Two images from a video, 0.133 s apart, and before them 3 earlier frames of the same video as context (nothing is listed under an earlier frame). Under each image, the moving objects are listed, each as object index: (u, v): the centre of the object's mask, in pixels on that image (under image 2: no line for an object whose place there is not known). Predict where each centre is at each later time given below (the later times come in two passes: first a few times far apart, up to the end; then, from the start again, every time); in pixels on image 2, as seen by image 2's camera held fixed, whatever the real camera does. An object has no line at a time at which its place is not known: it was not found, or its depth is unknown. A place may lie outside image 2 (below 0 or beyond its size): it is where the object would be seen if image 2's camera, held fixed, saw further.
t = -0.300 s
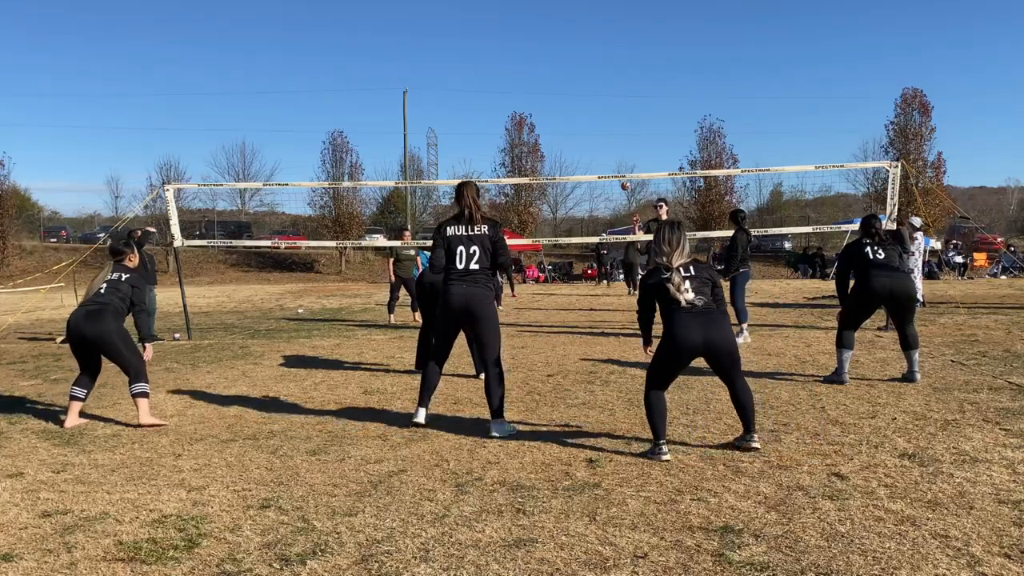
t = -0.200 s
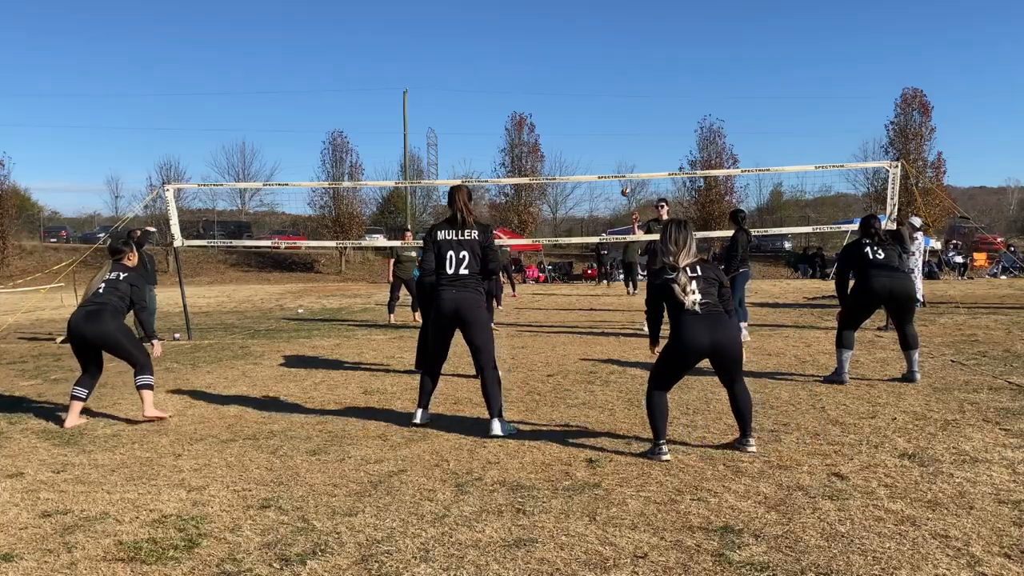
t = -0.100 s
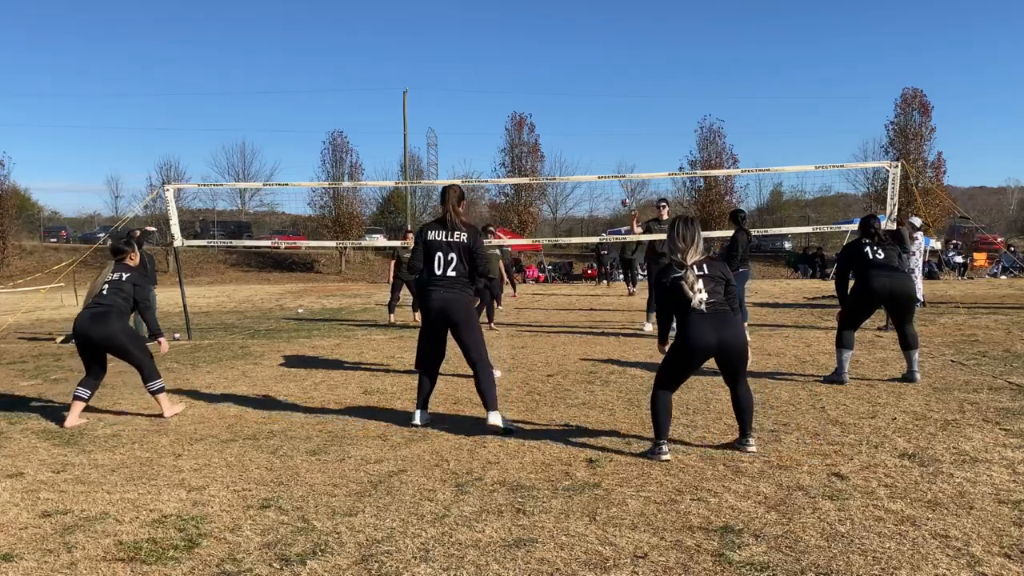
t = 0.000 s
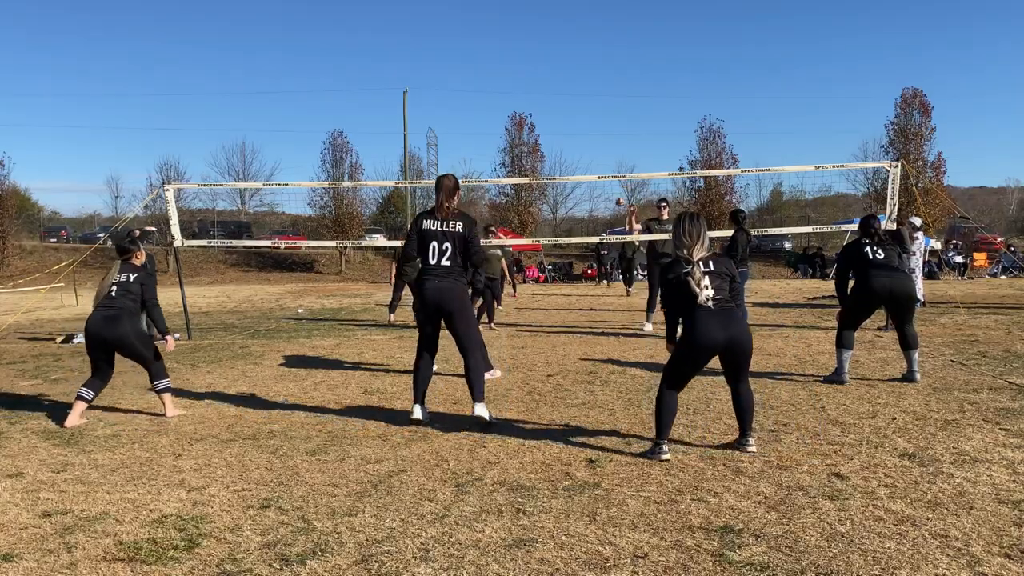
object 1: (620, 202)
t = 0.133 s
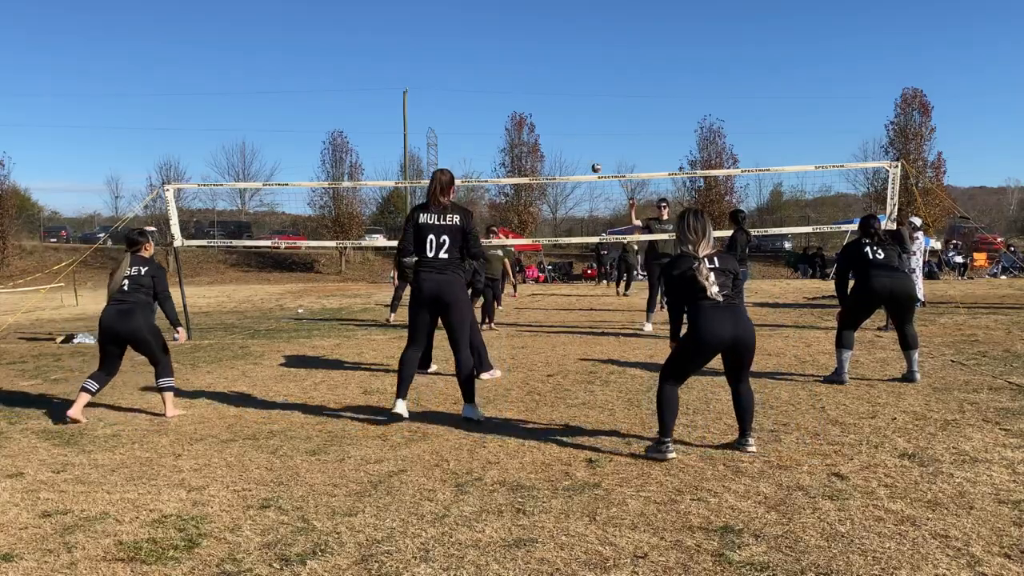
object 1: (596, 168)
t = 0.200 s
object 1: (583, 151)
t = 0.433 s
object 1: (536, 97)
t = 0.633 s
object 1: (486, 61)
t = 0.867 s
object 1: (406, 47)
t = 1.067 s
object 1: (309, 75)
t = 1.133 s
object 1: (268, 99)
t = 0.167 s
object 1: (590, 160)
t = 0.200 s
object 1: (583, 151)
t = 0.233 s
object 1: (577, 143)
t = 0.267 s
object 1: (570, 136)
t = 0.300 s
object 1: (564, 128)
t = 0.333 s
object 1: (557, 120)
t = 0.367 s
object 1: (550, 112)
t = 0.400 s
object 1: (543, 104)
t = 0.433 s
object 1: (536, 97)
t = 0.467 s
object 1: (529, 90)
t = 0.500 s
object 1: (521, 84)
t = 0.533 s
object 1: (513, 77)
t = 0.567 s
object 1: (504, 71)
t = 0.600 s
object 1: (495, 66)
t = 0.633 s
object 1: (486, 61)
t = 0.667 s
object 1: (477, 58)
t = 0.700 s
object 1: (467, 54)
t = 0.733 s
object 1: (456, 52)
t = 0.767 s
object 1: (444, 50)
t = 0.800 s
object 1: (432, 48)
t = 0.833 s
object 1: (419, 47)
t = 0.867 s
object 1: (406, 47)
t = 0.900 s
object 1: (392, 48)
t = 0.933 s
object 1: (377, 51)
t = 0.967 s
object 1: (361, 54)
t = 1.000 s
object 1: (344, 60)
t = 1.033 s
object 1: (327, 66)
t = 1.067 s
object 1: (309, 75)
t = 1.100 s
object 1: (289, 86)
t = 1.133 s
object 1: (268, 99)
